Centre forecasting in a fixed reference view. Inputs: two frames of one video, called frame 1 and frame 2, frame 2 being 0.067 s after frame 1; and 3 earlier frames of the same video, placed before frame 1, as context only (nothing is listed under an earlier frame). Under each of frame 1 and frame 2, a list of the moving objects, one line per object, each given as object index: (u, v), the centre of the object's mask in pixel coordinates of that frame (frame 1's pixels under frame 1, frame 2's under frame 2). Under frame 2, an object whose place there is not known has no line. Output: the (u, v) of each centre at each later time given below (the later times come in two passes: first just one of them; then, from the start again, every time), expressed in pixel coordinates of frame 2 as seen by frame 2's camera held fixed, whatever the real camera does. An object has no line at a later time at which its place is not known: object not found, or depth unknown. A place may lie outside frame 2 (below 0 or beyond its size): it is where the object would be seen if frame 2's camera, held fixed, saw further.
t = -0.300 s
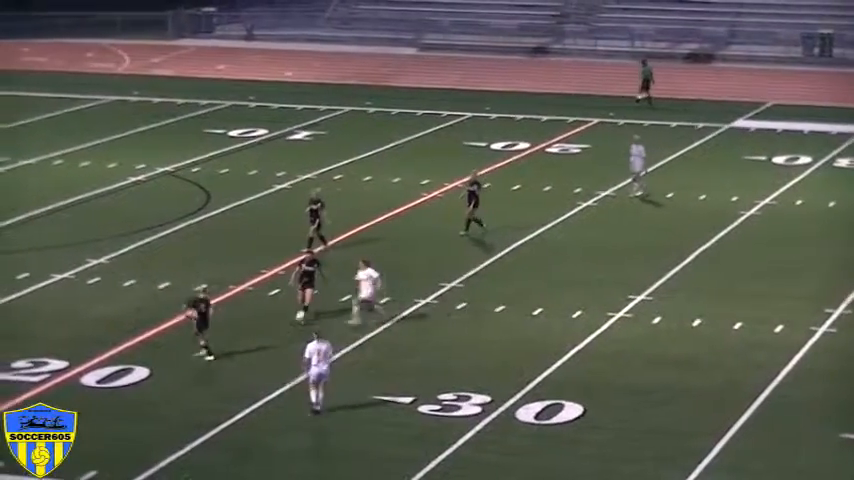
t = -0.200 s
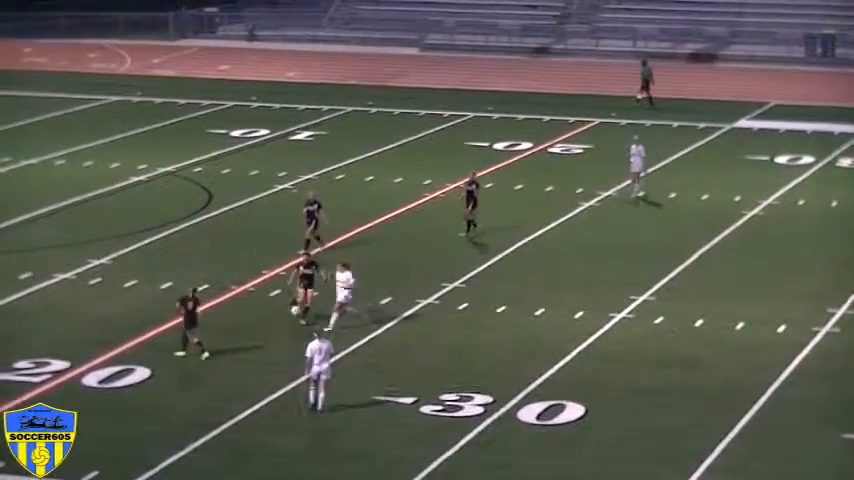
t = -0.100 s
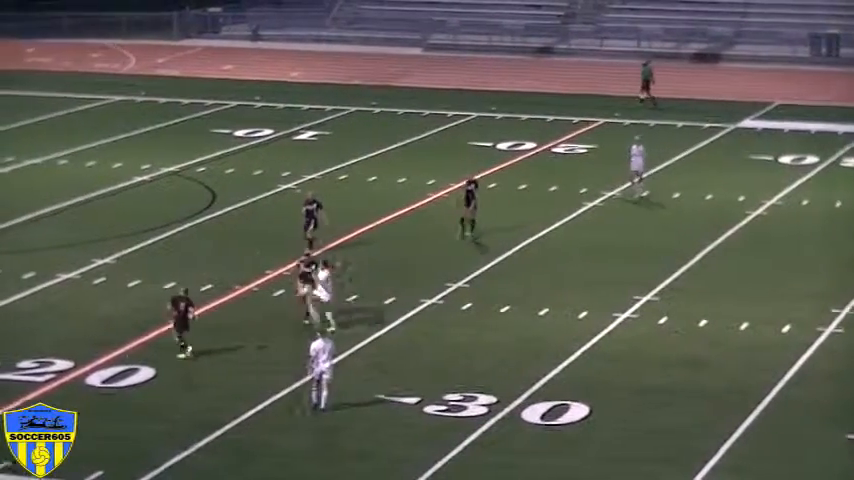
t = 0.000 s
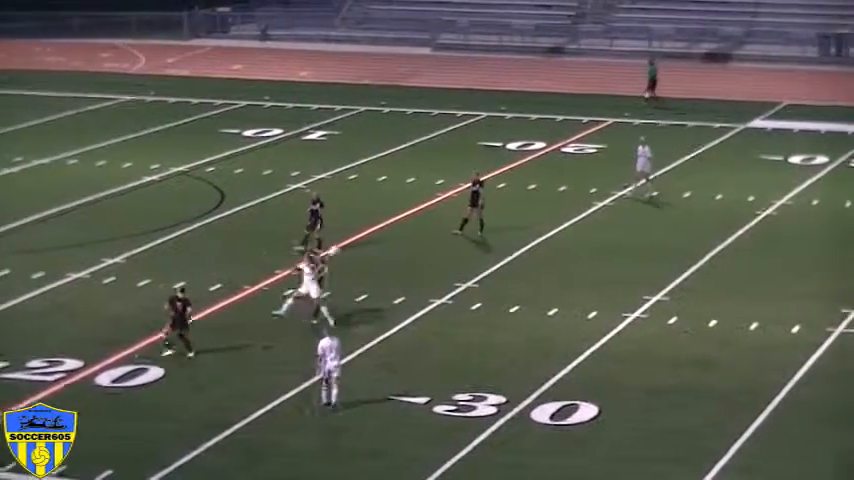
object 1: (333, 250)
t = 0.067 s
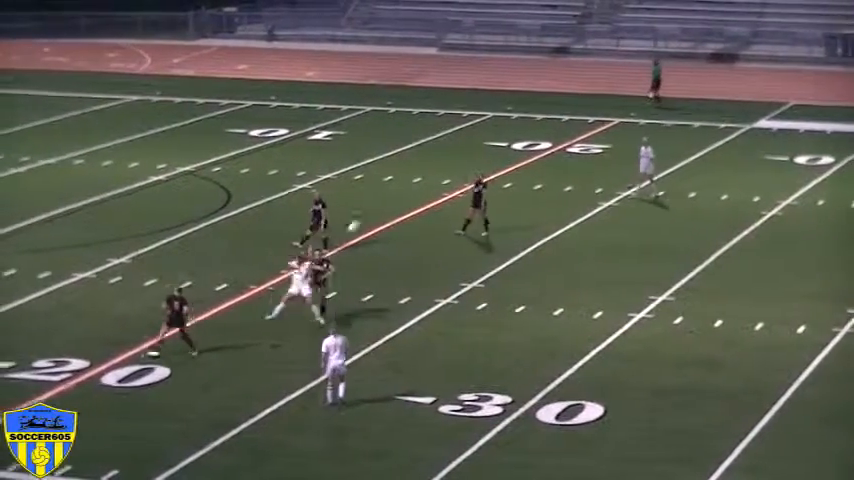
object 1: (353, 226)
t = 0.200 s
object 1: (378, 181)
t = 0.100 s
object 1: (359, 213)
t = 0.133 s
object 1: (366, 202)
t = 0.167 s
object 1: (373, 191)
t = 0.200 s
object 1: (378, 181)
